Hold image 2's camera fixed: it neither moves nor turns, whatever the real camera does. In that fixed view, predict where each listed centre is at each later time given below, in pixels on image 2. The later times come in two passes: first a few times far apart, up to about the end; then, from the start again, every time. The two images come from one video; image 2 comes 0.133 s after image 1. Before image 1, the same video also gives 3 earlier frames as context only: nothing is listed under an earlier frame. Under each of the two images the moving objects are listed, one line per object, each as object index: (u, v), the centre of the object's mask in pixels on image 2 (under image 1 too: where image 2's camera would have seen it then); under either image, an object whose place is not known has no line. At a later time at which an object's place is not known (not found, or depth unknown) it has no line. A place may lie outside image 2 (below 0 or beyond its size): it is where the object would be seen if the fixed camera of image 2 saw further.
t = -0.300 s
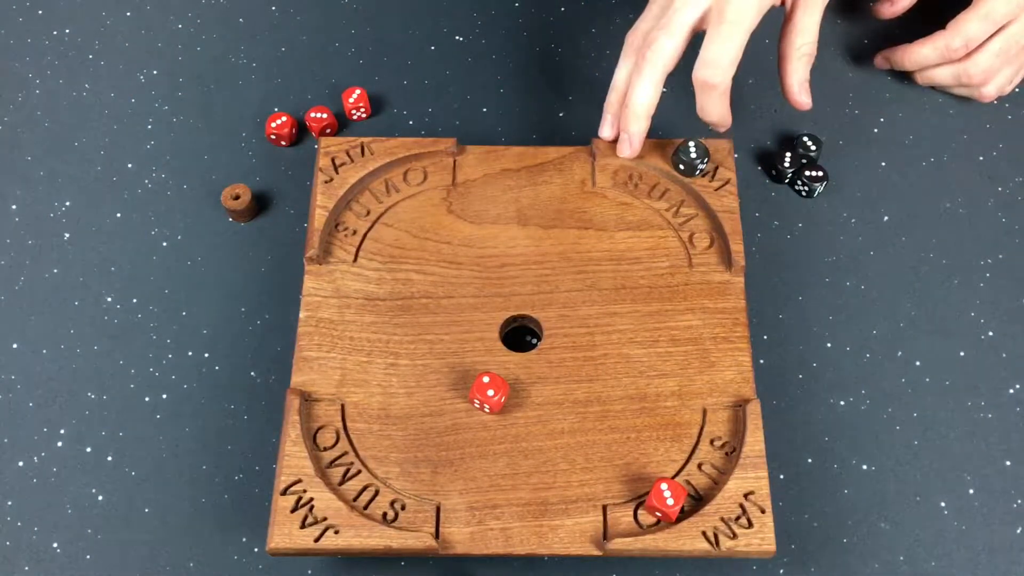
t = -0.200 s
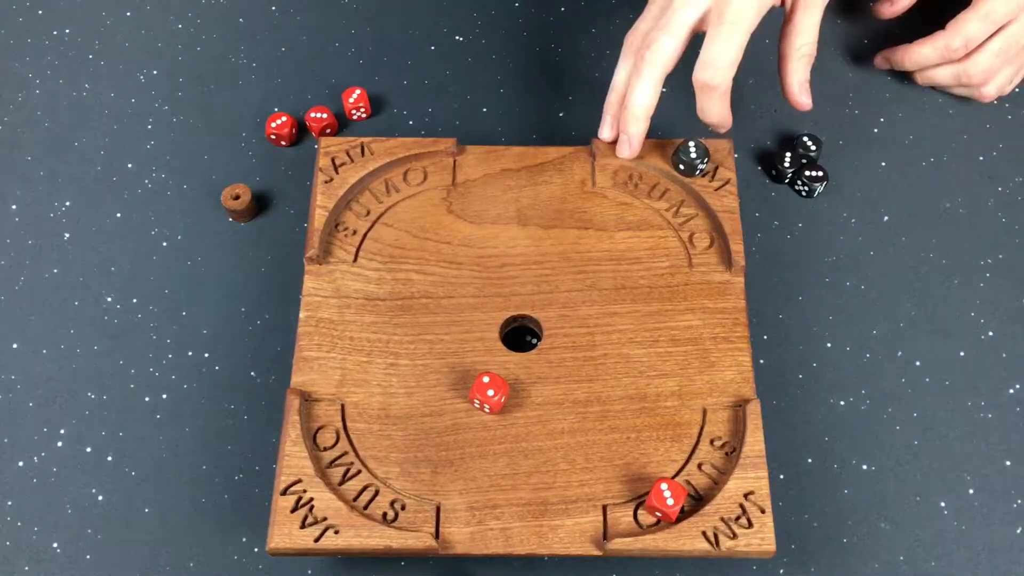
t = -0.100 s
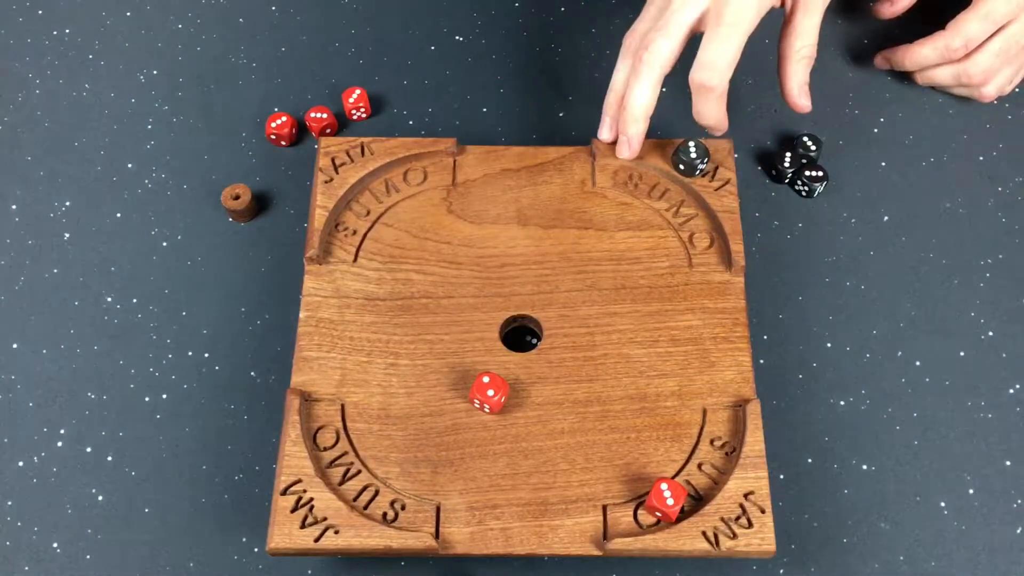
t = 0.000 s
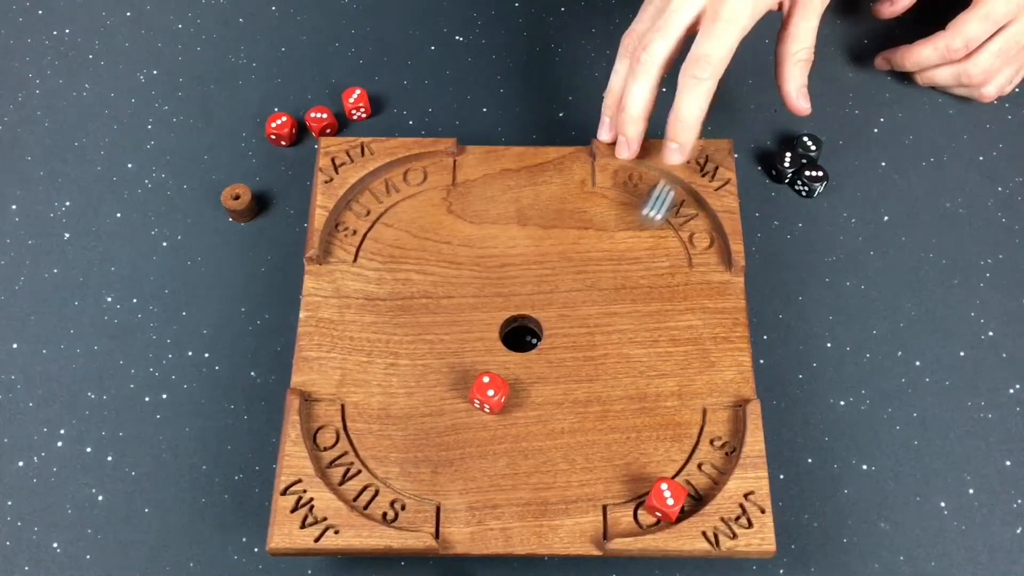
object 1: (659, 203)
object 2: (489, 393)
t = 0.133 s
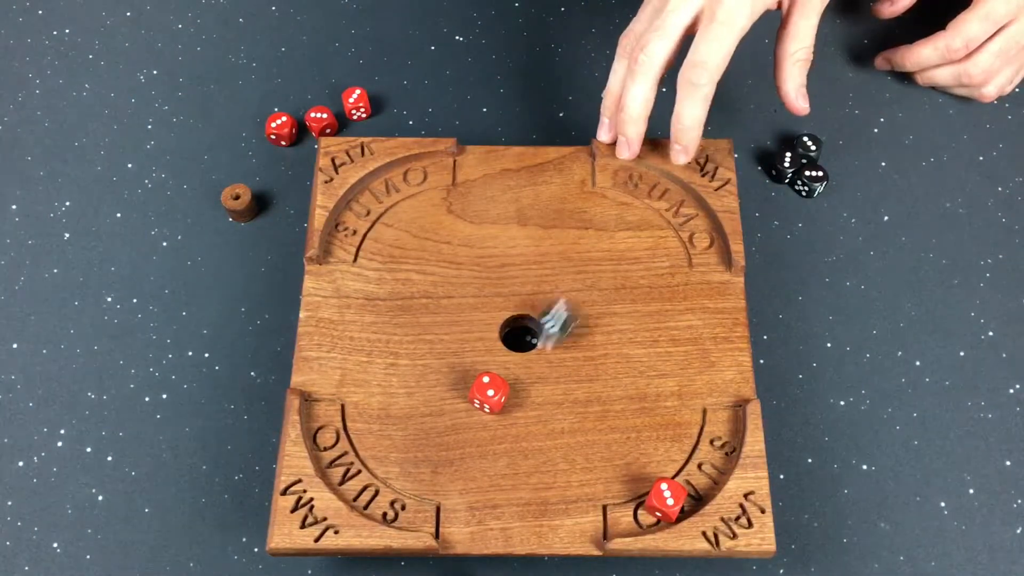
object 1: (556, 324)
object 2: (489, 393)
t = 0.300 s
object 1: (482, 375)
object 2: (473, 424)
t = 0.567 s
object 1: (456, 357)
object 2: (474, 427)
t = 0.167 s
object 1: (531, 349)
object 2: (489, 393)
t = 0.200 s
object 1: (511, 366)
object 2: (488, 396)
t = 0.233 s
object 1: (500, 371)
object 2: (480, 409)
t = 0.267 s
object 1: (490, 375)
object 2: (476, 419)
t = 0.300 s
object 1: (482, 375)
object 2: (473, 424)
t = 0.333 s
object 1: (475, 376)
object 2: (474, 427)
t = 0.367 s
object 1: (467, 373)
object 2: (474, 427)
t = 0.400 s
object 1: (461, 369)
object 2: (474, 427)
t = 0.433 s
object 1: (458, 363)
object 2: (474, 427)
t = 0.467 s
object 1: (456, 359)
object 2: (474, 427)
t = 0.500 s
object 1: (456, 357)
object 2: (474, 427)
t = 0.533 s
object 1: (456, 357)
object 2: (474, 427)
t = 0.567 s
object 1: (456, 357)
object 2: (474, 427)
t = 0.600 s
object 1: (456, 357)
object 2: (474, 427)
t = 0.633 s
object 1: (456, 357)
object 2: (474, 427)
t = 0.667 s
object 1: (456, 357)
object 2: (474, 427)
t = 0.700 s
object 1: (456, 357)
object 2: (474, 427)
